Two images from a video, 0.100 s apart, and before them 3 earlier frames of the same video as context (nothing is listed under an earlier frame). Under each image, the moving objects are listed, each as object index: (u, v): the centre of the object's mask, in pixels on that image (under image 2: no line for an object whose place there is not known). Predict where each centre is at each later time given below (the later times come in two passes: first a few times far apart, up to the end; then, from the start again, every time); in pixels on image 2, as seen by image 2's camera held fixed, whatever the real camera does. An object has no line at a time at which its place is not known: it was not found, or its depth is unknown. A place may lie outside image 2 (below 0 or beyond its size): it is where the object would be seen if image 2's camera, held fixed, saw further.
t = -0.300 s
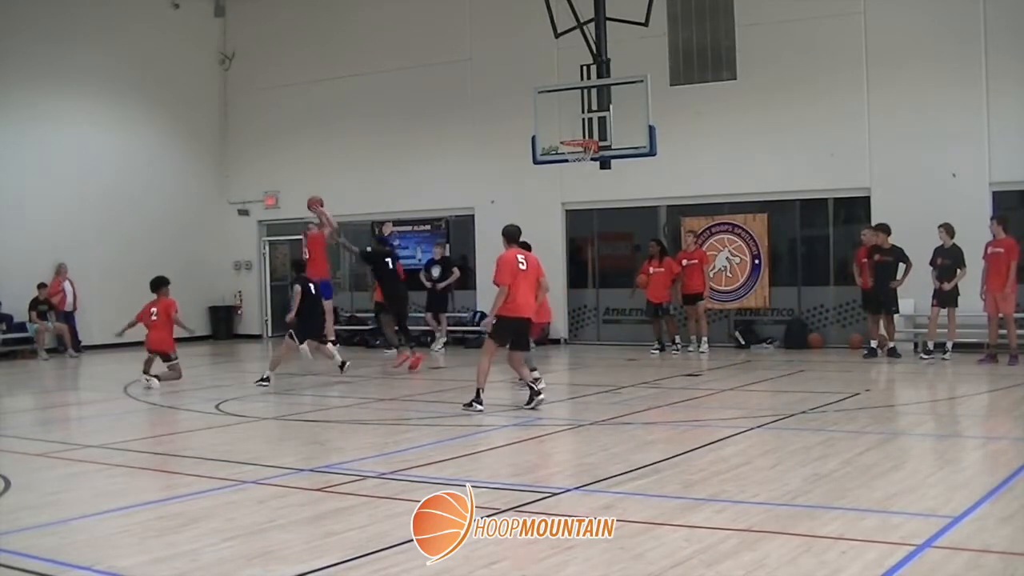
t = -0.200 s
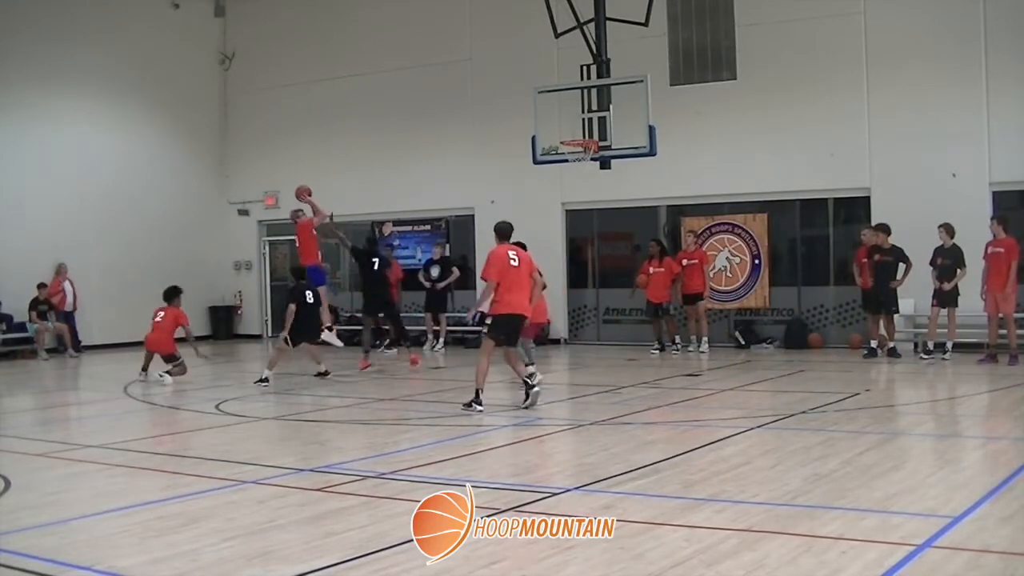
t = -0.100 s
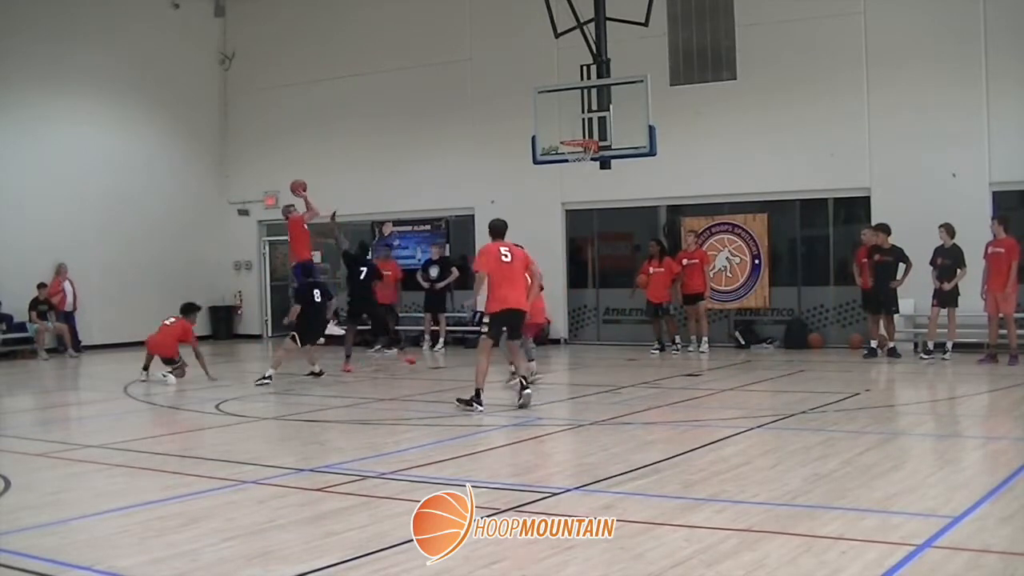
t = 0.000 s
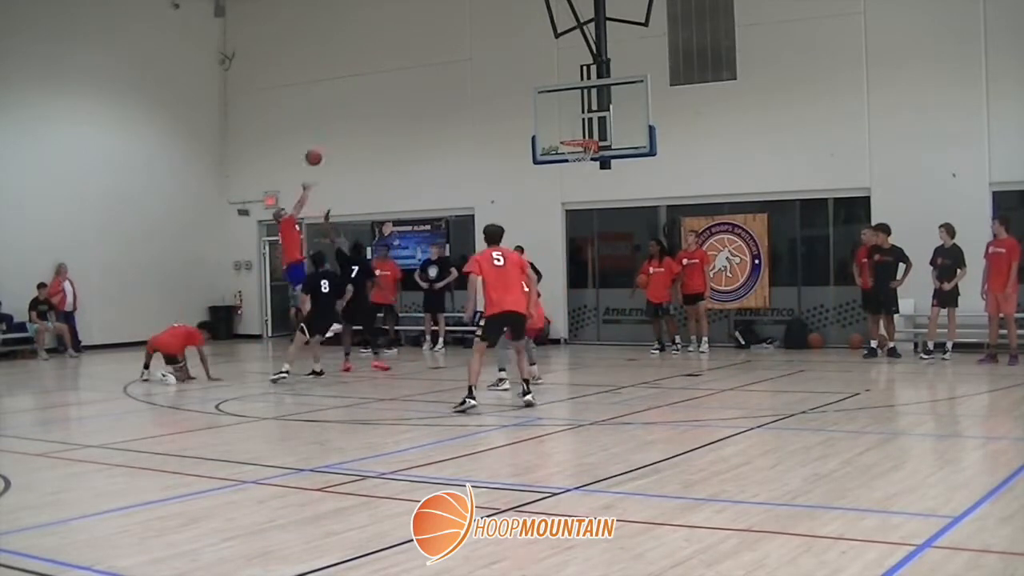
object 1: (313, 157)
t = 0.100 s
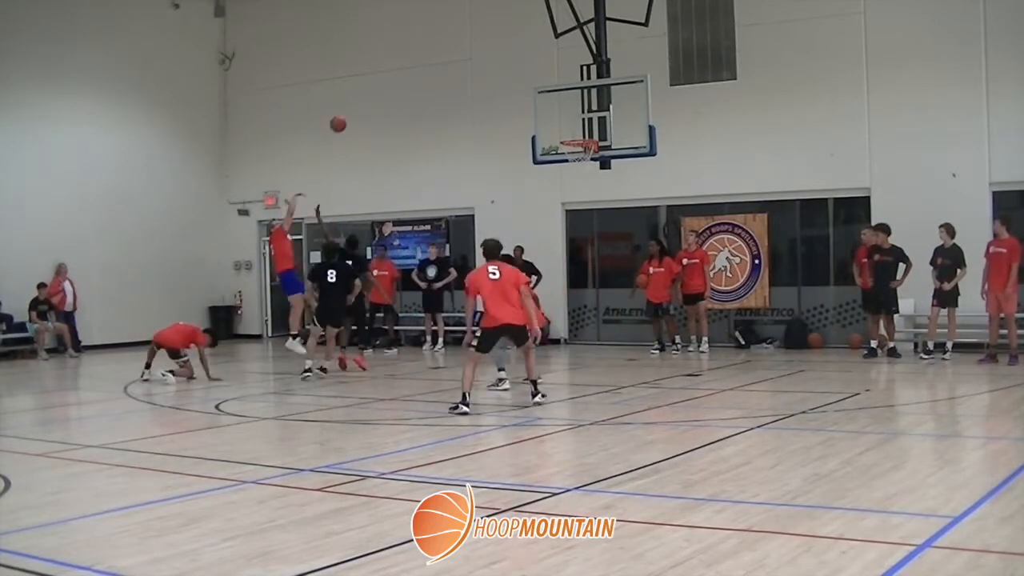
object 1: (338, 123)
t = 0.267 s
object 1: (379, 80)
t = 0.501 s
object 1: (438, 58)
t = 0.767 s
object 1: (507, 78)
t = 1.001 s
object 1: (568, 135)
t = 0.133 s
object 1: (346, 114)
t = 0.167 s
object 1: (354, 104)
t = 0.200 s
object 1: (362, 97)
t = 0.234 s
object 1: (371, 88)
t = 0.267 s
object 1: (379, 80)
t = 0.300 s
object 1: (387, 76)
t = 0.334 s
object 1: (396, 71)
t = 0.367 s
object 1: (404, 67)
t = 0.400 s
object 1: (413, 64)
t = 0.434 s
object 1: (421, 61)
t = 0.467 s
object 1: (430, 59)
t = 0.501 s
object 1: (438, 58)
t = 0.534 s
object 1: (446, 58)
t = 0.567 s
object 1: (455, 58)
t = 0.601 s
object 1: (464, 60)
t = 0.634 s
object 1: (472, 62)
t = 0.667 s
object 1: (481, 65)
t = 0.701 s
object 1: (489, 68)
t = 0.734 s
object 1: (498, 73)
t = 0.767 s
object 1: (507, 78)
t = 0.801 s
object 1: (515, 84)
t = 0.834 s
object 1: (524, 91)
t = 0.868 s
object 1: (532, 99)
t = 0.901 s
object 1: (542, 107)
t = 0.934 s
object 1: (550, 116)
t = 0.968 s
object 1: (559, 125)
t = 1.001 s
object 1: (568, 135)
